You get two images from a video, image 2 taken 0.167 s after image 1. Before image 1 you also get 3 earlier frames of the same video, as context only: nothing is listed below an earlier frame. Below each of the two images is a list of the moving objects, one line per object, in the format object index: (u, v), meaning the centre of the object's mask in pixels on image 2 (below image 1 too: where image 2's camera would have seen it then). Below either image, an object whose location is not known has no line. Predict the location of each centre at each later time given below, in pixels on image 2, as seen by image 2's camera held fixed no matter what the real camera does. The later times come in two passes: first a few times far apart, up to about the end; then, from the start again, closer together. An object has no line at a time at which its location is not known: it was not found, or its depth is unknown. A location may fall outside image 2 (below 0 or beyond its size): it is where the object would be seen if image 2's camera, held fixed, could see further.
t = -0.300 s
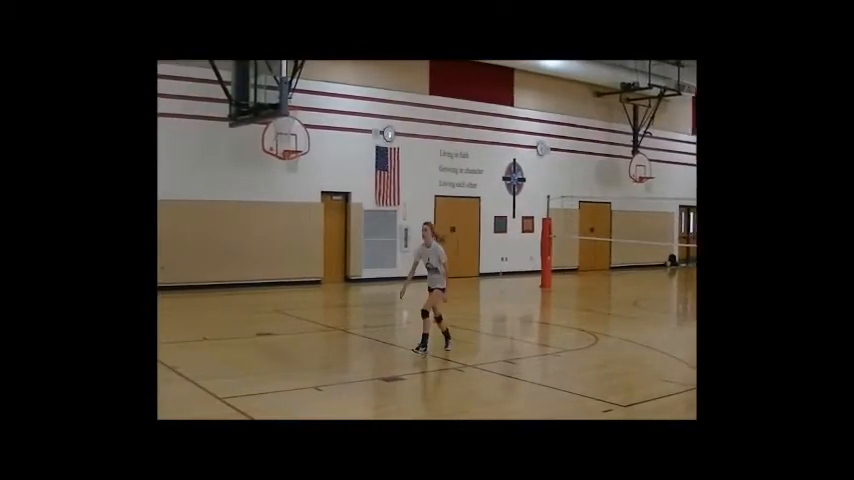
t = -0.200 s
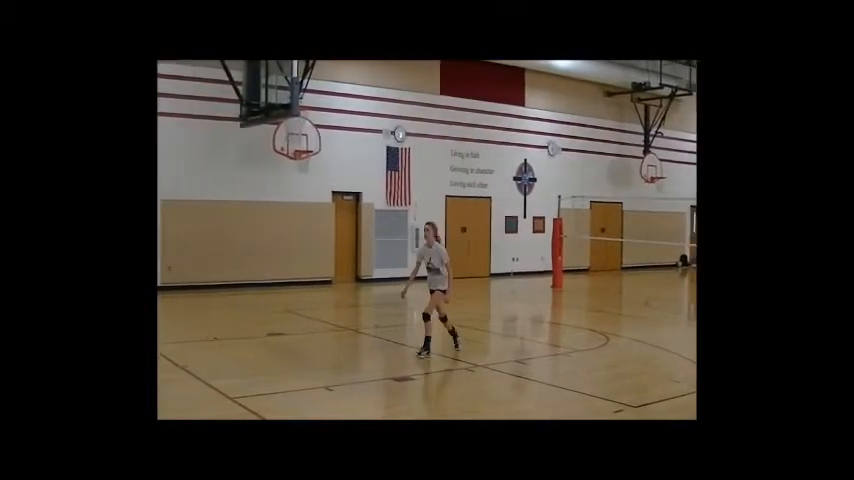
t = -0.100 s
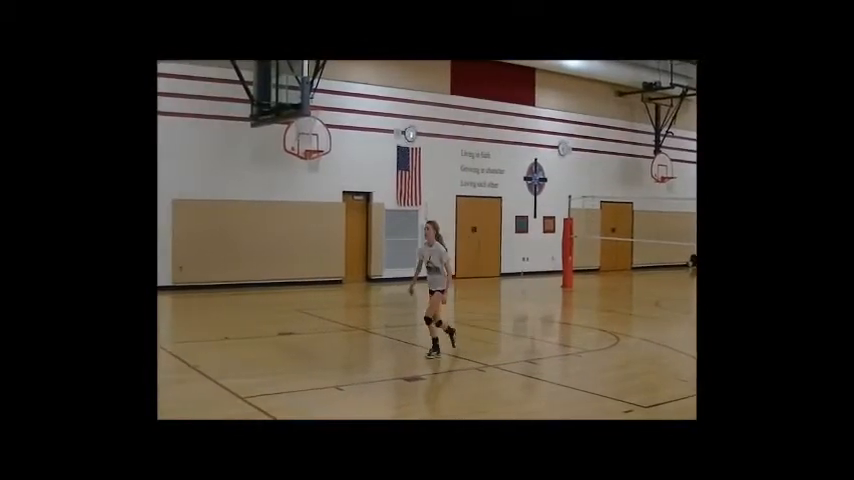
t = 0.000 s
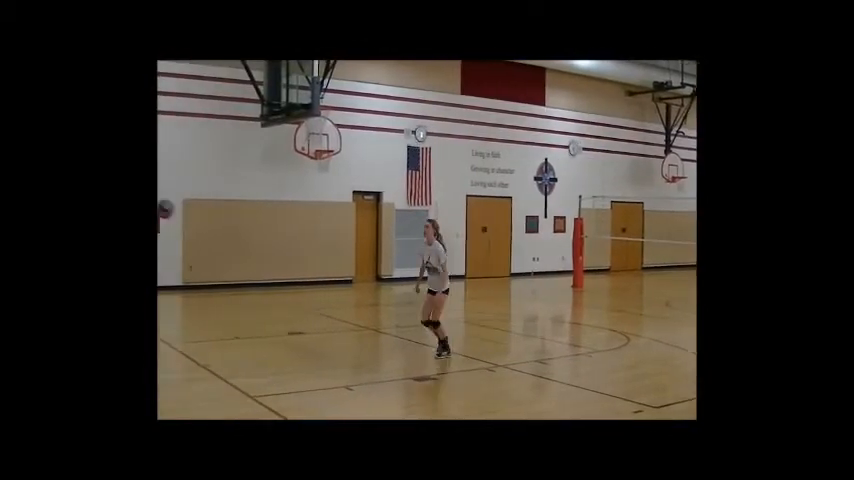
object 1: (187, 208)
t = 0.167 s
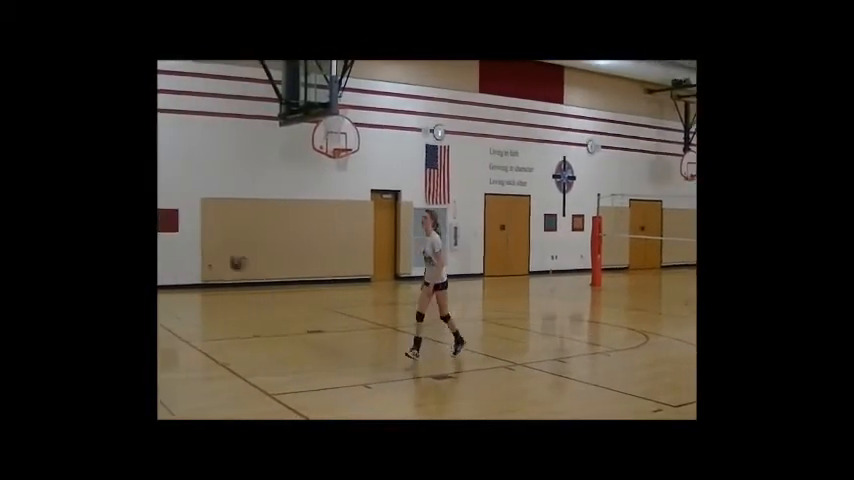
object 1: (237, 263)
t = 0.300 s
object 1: (277, 322)
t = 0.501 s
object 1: (318, 331)
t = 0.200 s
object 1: (245, 276)
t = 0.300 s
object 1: (277, 322)
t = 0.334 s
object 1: (287, 339)
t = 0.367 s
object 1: (297, 356)
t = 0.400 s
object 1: (306, 370)
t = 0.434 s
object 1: (310, 356)
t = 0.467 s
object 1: (314, 342)
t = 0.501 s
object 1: (318, 331)
